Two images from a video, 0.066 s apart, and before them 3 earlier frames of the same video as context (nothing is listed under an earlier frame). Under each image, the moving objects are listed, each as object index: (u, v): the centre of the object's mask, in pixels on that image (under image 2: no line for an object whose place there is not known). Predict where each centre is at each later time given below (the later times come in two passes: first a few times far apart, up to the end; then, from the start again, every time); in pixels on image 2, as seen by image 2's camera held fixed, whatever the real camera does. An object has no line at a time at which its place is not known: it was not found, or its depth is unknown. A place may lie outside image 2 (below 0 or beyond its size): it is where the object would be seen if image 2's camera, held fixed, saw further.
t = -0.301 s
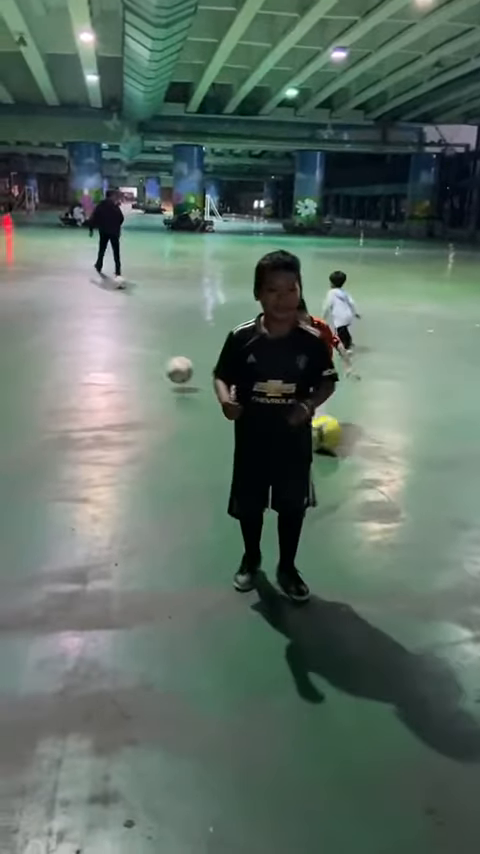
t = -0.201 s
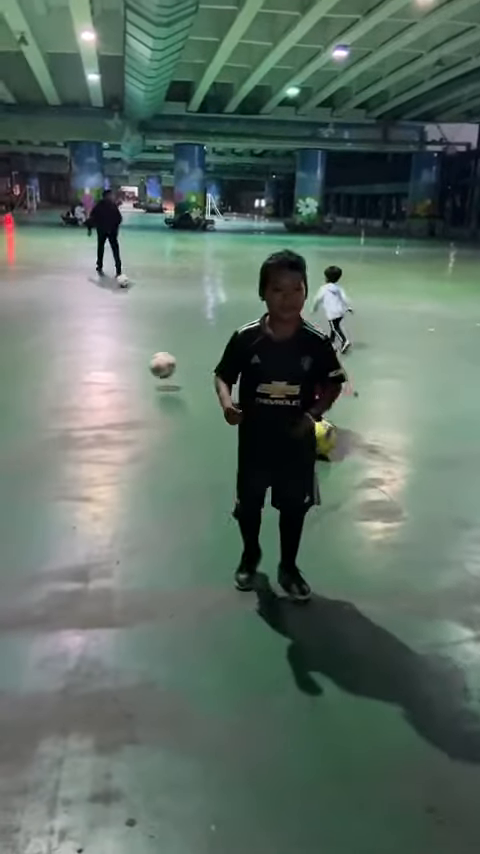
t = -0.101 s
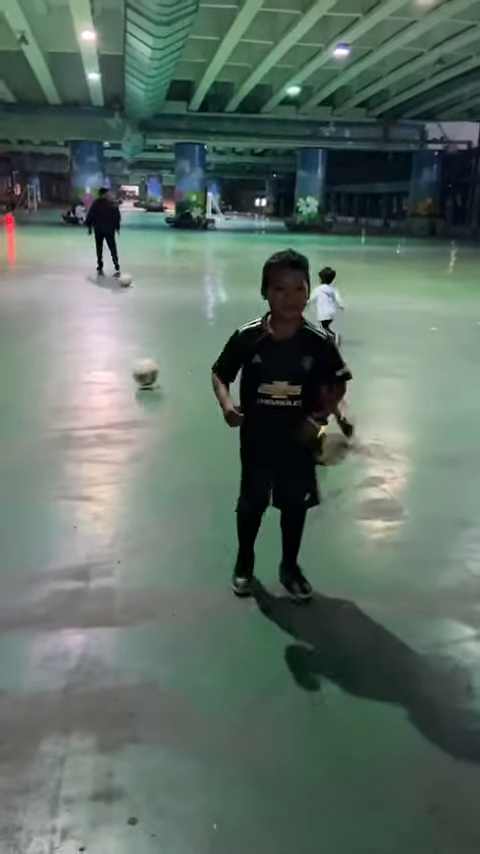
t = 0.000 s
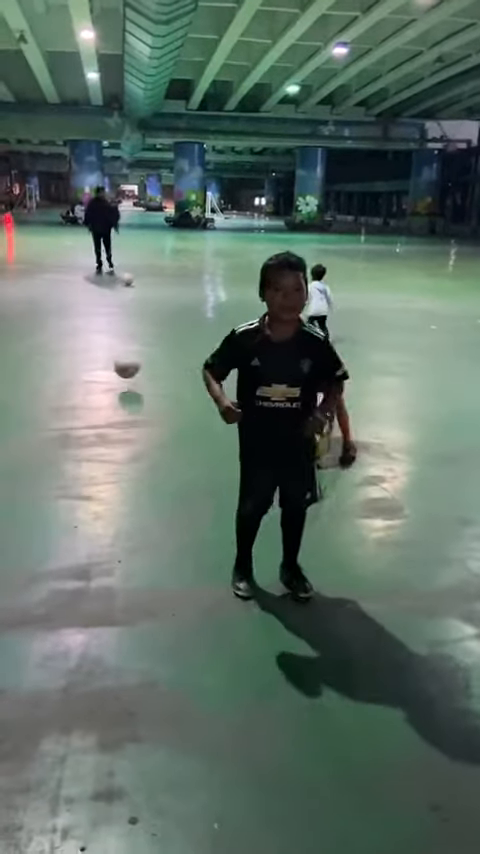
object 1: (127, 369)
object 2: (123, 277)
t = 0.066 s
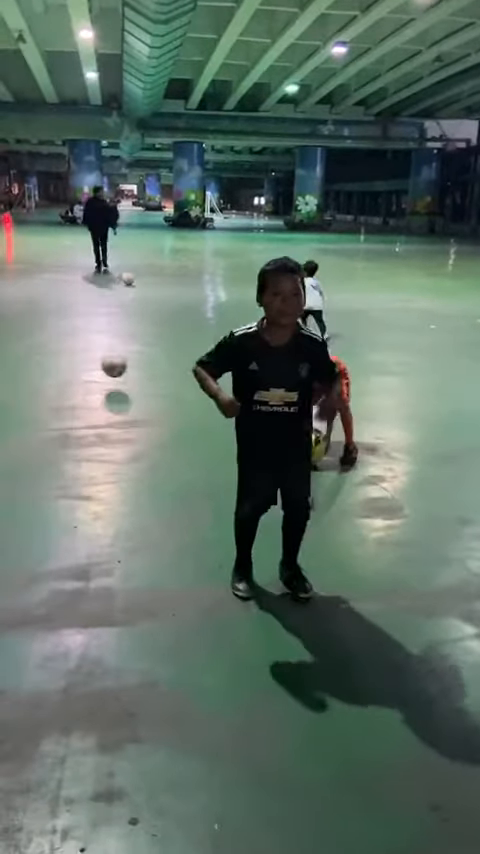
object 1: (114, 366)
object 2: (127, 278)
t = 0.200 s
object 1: (90, 368)
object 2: (130, 278)
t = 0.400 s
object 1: (53, 366)
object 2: (135, 278)
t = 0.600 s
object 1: (25, 366)
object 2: (138, 277)
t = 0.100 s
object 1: (108, 367)
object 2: (128, 278)
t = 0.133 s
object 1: (102, 370)
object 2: (129, 278)
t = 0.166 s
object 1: (96, 372)
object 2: (130, 278)
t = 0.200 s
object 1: (90, 368)
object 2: (130, 278)
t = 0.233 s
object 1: (84, 366)
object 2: (131, 278)
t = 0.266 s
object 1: (78, 366)
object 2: (132, 278)
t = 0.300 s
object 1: (73, 367)
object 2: (132, 278)
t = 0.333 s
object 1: (67, 367)
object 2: (134, 277)
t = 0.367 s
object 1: (60, 370)
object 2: (134, 278)
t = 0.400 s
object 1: (53, 366)
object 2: (135, 278)
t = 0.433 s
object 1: (47, 364)
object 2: (135, 278)
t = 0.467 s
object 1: (42, 363)
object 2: (135, 277)
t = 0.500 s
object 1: (36, 364)
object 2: (136, 277)
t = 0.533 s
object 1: (31, 367)
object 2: (137, 277)
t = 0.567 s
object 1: (26, 367)
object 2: (137, 277)
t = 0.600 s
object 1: (25, 366)
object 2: (138, 277)
